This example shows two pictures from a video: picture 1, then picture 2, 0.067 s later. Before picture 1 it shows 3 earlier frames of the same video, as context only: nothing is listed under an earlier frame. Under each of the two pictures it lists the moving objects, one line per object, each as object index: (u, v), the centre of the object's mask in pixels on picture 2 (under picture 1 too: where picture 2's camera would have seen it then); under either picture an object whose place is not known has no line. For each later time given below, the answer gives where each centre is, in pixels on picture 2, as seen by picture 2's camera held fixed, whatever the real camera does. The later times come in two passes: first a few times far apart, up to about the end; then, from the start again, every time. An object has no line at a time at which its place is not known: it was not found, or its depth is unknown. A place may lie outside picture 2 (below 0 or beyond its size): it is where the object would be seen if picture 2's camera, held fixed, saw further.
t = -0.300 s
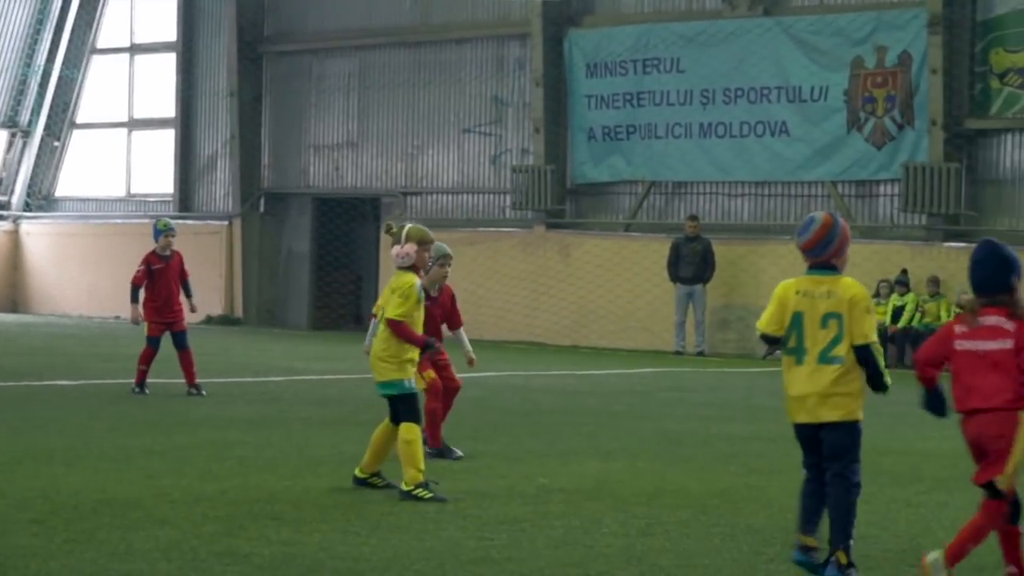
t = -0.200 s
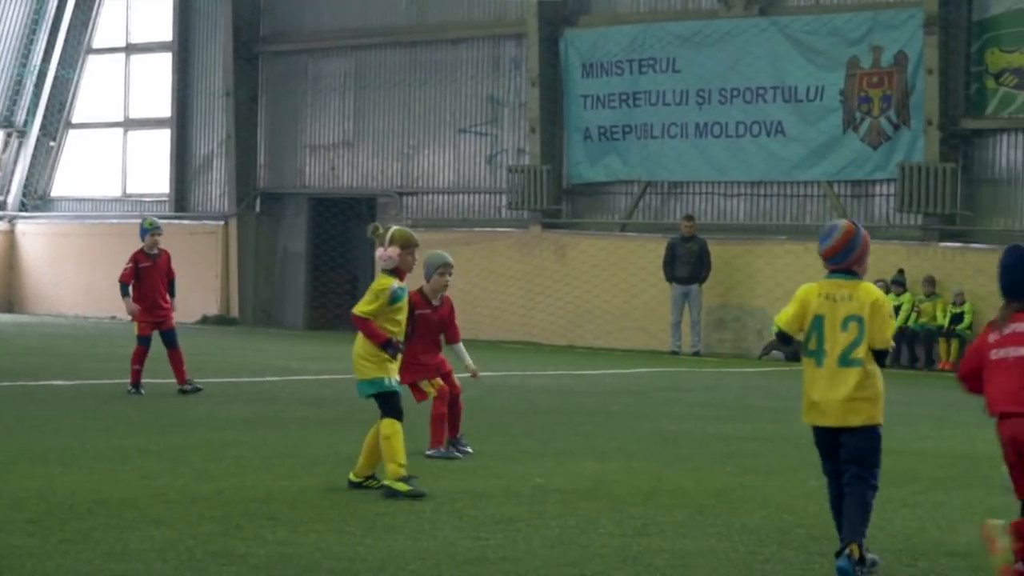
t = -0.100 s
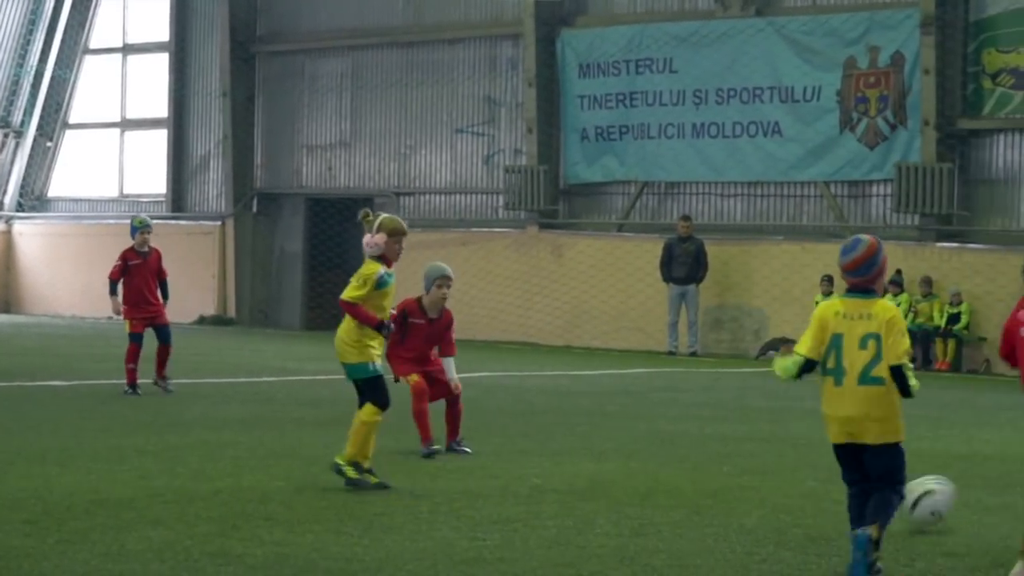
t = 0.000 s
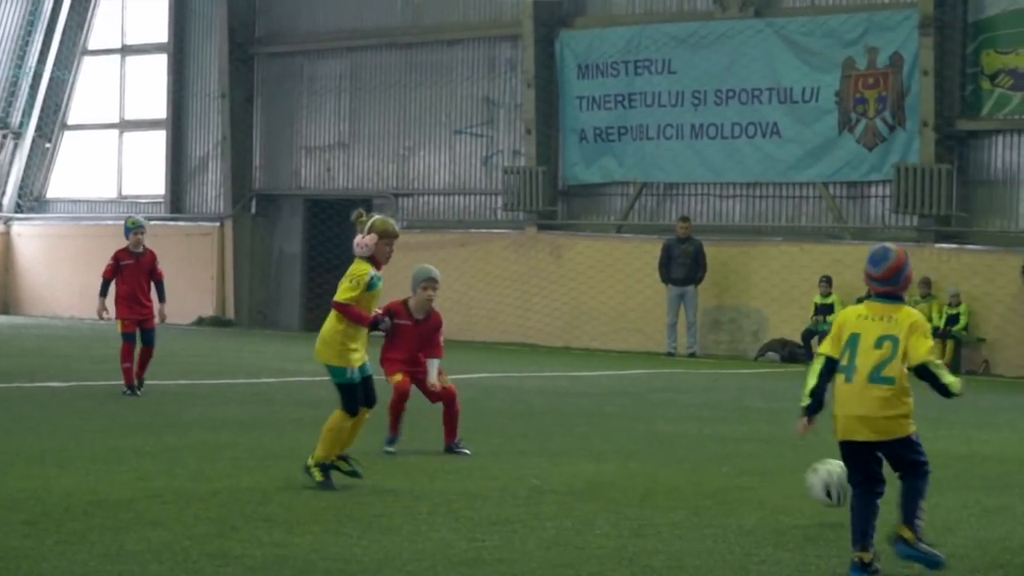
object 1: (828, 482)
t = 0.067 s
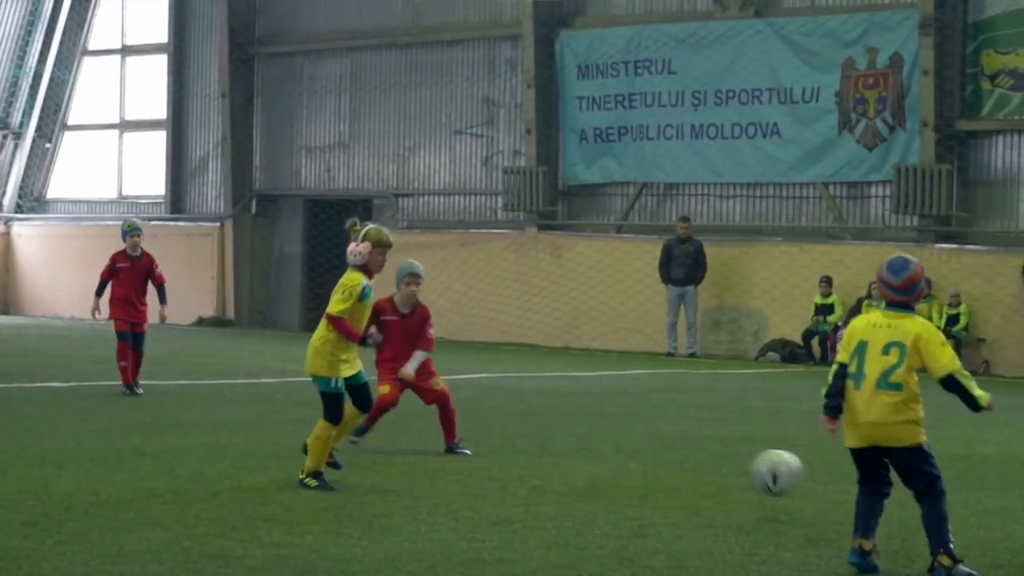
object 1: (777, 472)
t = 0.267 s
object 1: (609, 477)
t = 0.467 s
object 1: (459, 471)
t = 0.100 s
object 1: (747, 469)
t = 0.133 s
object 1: (719, 471)
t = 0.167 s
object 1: (691, 474)
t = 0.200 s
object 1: (664, 480)
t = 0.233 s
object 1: (636, 486)
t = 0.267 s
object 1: (609, 477)
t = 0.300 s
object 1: (585, 469)
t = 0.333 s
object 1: (558, 464)
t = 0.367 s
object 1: (534, 463)
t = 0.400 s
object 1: (508, 461)
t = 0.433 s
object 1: (483, 466)
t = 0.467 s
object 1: (459, 471)
